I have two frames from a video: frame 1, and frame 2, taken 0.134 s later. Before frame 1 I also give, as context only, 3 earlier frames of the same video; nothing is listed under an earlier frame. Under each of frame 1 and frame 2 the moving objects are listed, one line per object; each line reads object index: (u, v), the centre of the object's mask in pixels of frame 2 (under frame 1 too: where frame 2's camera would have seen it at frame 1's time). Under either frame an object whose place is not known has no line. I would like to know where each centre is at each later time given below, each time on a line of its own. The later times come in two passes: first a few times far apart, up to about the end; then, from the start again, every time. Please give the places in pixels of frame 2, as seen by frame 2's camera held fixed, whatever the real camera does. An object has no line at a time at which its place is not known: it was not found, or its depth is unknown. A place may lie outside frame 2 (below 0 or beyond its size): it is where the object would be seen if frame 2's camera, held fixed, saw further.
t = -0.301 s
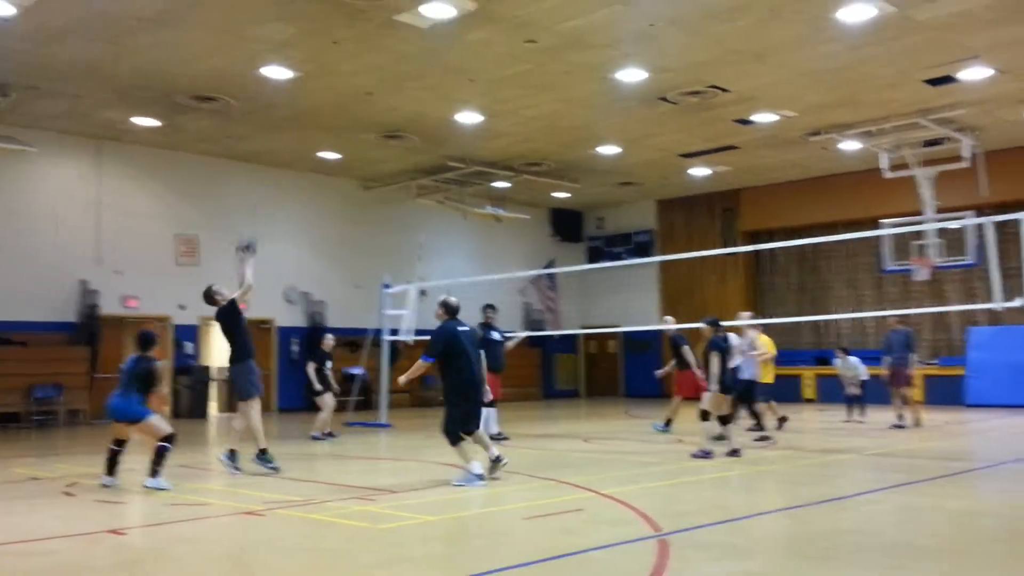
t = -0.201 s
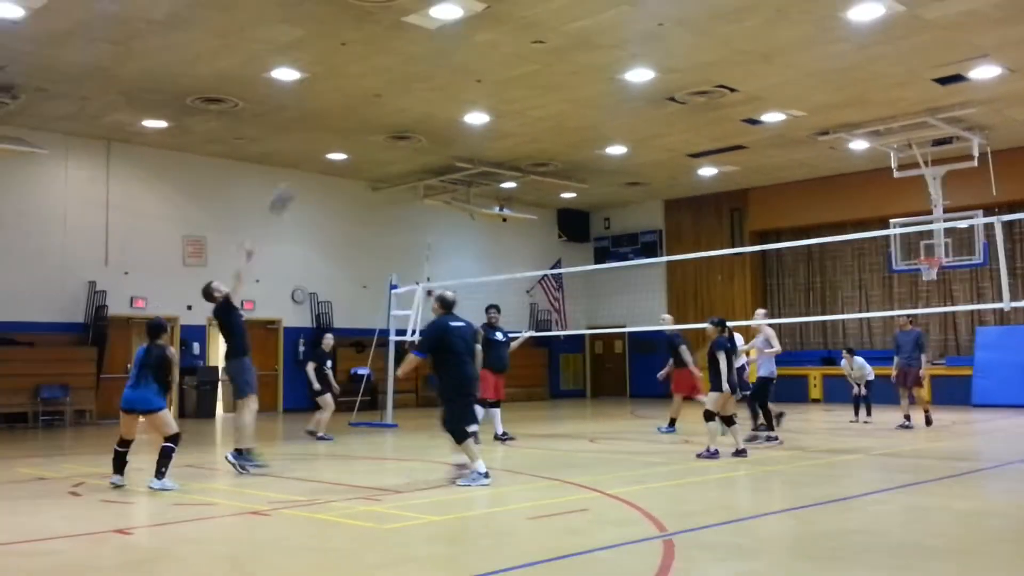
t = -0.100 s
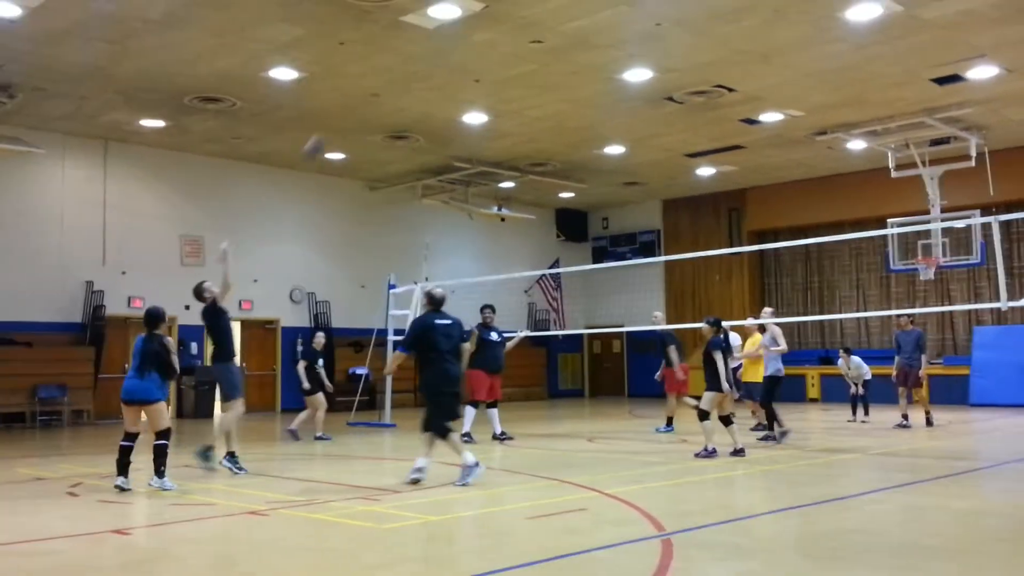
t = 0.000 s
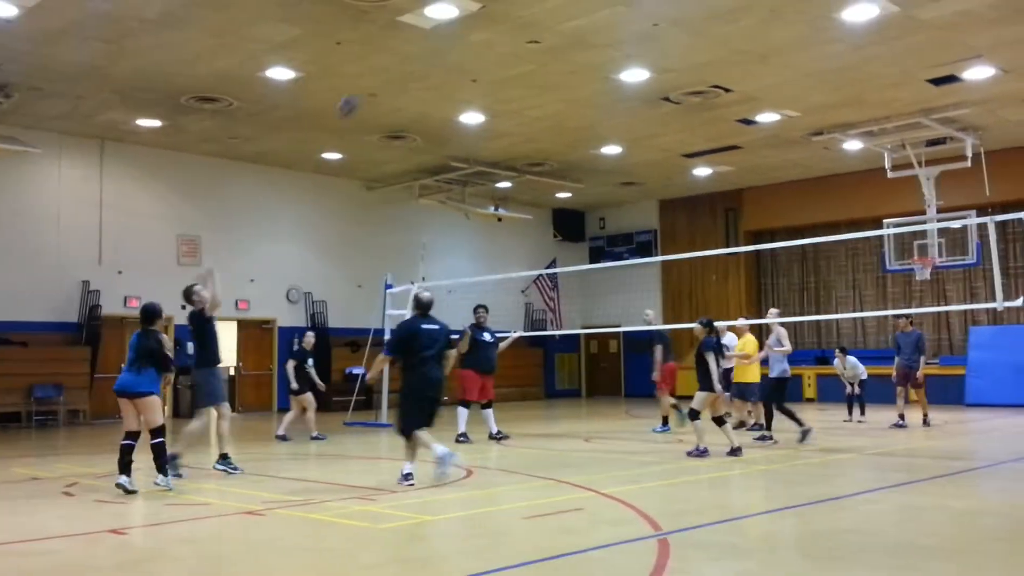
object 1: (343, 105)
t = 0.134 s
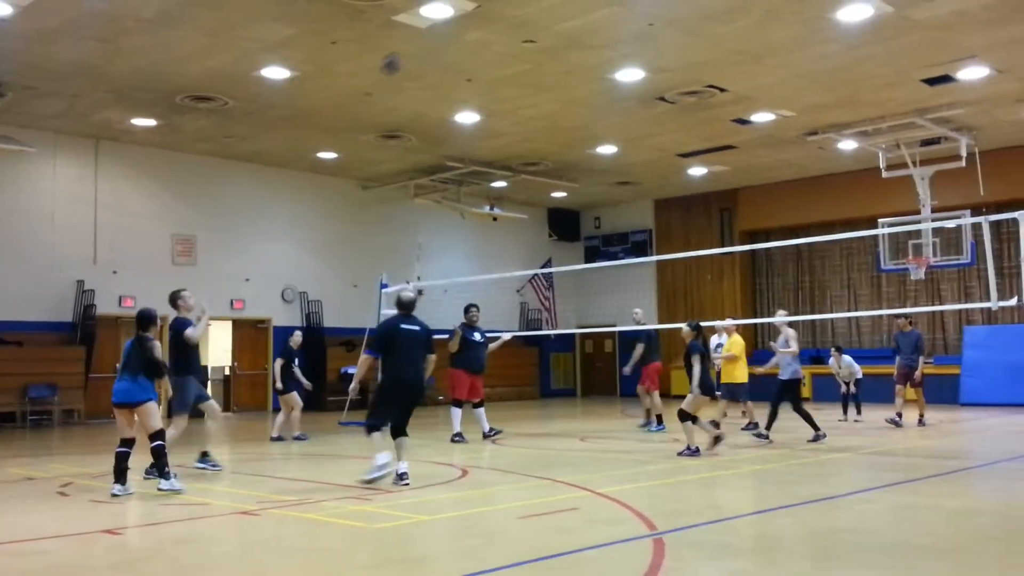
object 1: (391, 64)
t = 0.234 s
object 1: (426, 44)
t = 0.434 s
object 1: (493, 32)
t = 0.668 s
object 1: (571, 64)
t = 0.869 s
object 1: (633, 126)
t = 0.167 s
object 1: (404, 56)
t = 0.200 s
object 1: (415, 50)
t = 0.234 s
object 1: (426, 44)
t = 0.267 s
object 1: (437, 40)
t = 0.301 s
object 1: (448, 36)
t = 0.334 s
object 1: (460, 34)
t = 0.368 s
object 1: (471, 32)
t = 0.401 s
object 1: (483, 32)
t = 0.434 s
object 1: (493, 32)
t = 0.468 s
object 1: (505, 34)
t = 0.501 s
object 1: (516, 36)
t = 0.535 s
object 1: (526, 40)
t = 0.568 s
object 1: (537, 44)
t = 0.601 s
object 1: (548, 50)
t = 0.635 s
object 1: (559, 56)
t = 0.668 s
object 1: (571, 64)
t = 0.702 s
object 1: (581, 72)
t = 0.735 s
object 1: (591, 81)
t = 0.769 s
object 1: (601, 91)
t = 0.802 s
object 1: (613, 102)
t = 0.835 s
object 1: (623, 114)
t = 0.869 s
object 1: (633, 126)
